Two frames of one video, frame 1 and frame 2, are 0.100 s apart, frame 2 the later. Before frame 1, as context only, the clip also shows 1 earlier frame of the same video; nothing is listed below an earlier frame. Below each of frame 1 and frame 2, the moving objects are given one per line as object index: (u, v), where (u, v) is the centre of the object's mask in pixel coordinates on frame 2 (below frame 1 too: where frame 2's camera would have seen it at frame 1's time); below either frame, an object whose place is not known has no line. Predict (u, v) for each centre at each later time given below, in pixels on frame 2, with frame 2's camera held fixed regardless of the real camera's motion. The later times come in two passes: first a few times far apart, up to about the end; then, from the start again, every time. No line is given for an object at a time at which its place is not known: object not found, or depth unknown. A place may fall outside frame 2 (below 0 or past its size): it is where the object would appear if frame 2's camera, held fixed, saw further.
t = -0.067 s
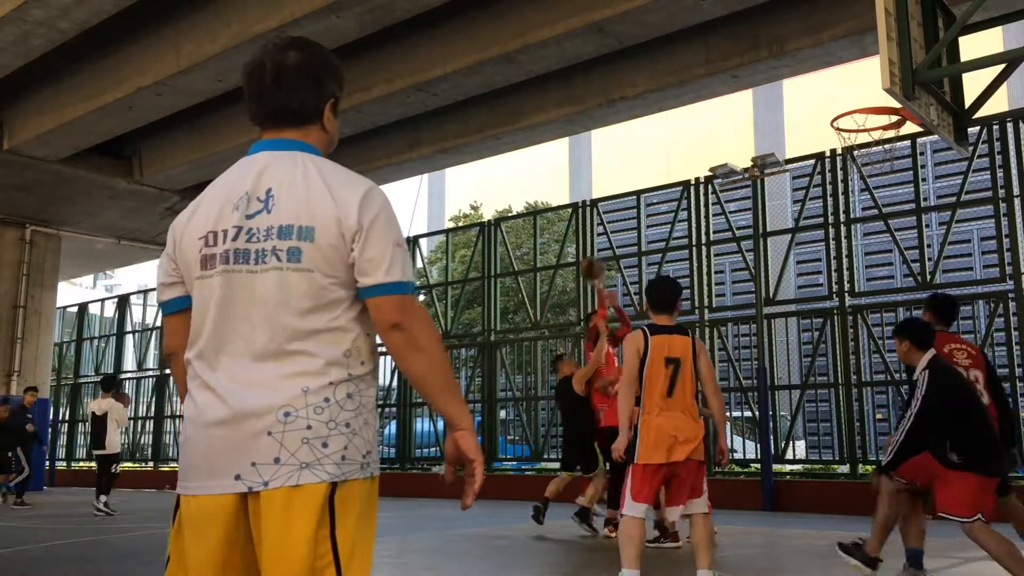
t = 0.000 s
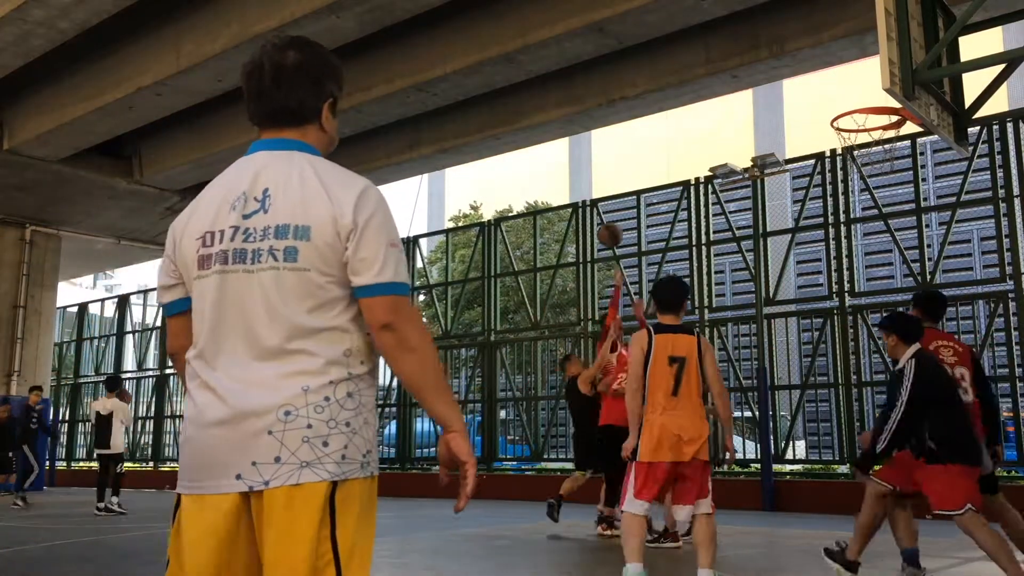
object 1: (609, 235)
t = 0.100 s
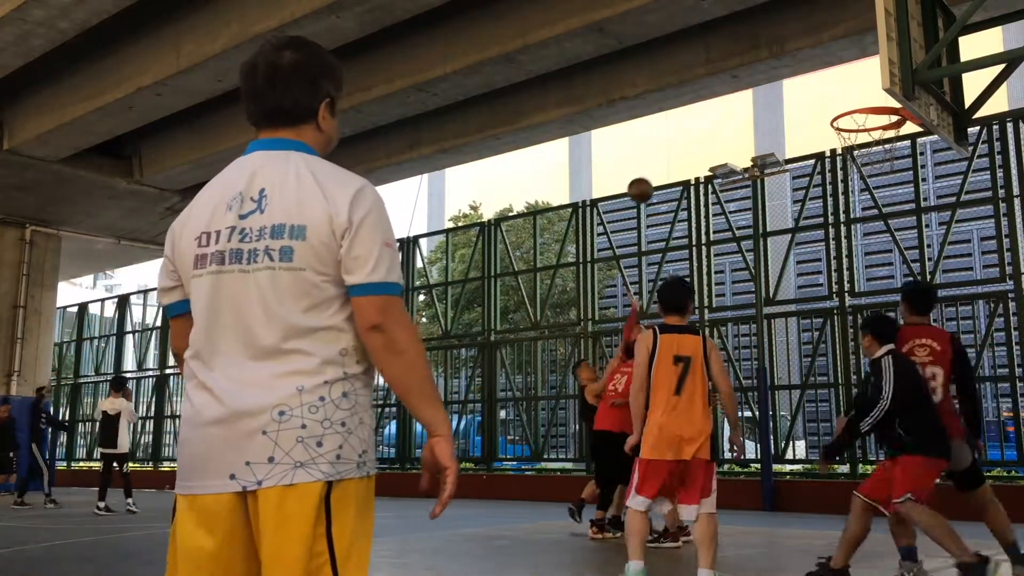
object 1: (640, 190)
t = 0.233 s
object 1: (685, 142)
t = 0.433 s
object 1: (760, 100)
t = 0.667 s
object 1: (868, 103)
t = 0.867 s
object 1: (863, 146)
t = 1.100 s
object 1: (888, 196)
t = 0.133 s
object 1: (651, 176)
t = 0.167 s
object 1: (662, 165)
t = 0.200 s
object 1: (673, 153)
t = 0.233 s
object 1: (685, 142)
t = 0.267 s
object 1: (696, 133)
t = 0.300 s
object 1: (708, 124)
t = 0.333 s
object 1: (721, 117)
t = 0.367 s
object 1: (733, 110)
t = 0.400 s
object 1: (747, 104)
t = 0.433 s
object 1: (760, 100)
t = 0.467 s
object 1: (774, 97)
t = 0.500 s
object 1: (788, 95)
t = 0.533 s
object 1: (803, 94)
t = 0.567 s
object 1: (818, 94)
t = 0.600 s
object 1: (835, 96)
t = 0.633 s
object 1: (851, 98)
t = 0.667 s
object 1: (868, 103)
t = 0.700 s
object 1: (886, 115)
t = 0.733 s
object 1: (871, 118)
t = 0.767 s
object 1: (854, 125)
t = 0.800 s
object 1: (856, 130)
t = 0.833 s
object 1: (859, 138)
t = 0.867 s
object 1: (863, 146)
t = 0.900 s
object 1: (867, 151)
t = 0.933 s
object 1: (869, 155)
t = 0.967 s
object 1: (874, 160)
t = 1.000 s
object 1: (877, 167)
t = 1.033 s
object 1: (880, 176)
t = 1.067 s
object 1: (884, 185)
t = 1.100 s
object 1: (888, 196)
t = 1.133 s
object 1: (891, 208)
